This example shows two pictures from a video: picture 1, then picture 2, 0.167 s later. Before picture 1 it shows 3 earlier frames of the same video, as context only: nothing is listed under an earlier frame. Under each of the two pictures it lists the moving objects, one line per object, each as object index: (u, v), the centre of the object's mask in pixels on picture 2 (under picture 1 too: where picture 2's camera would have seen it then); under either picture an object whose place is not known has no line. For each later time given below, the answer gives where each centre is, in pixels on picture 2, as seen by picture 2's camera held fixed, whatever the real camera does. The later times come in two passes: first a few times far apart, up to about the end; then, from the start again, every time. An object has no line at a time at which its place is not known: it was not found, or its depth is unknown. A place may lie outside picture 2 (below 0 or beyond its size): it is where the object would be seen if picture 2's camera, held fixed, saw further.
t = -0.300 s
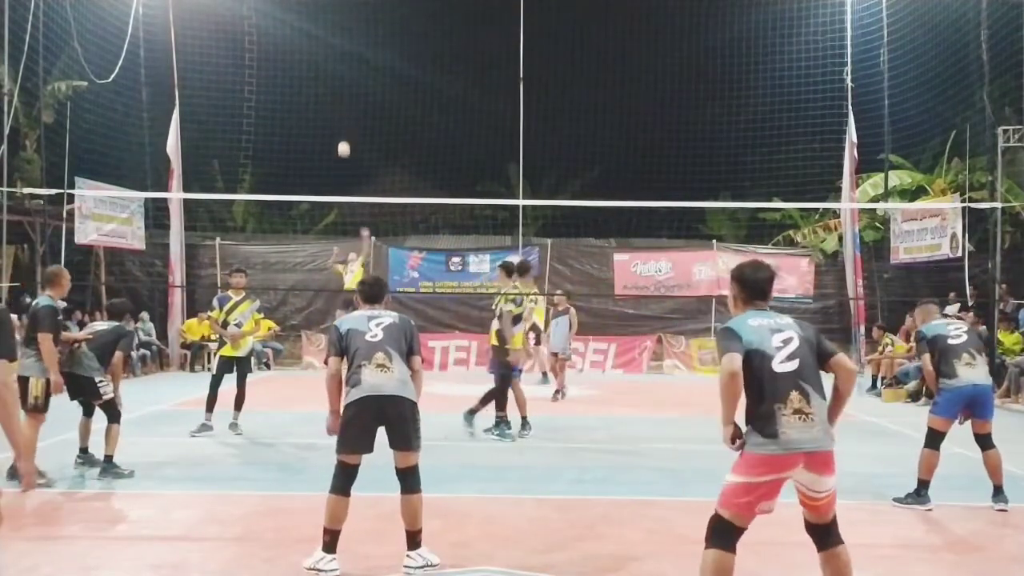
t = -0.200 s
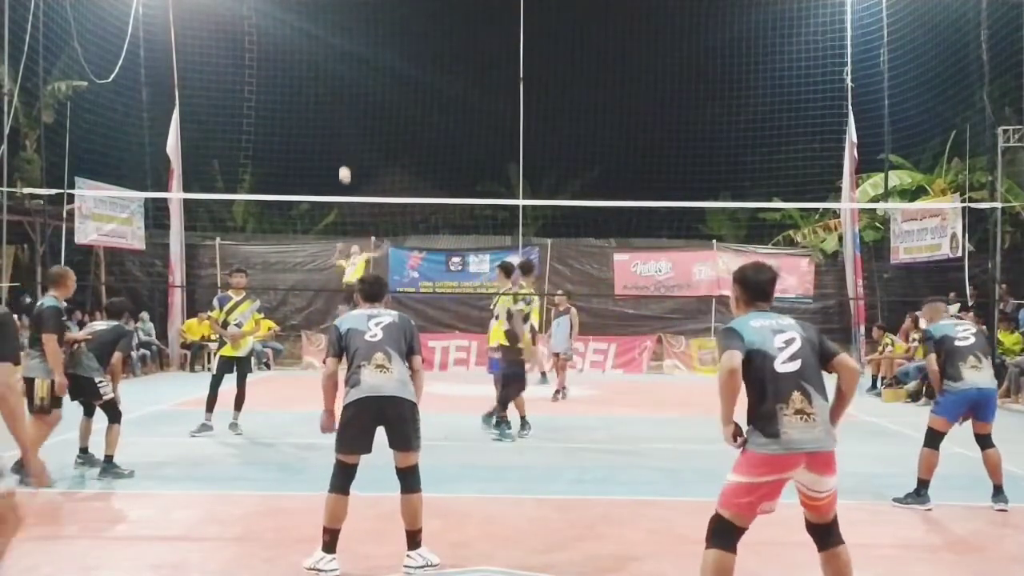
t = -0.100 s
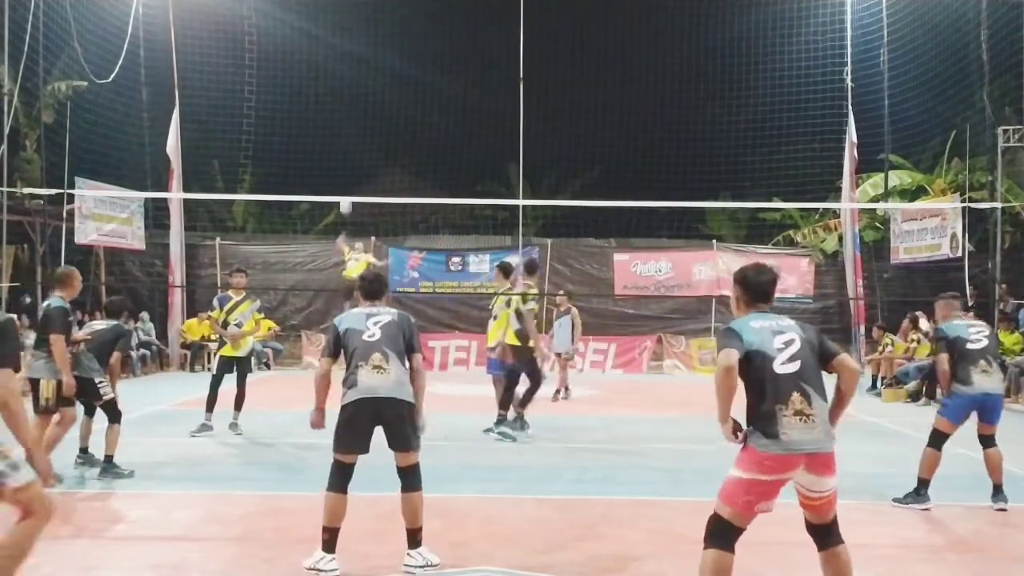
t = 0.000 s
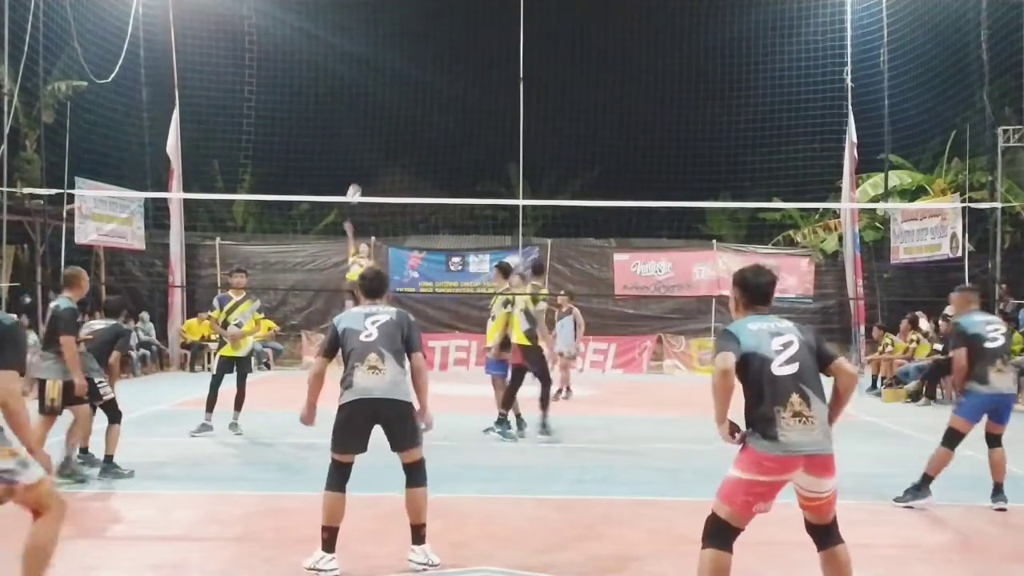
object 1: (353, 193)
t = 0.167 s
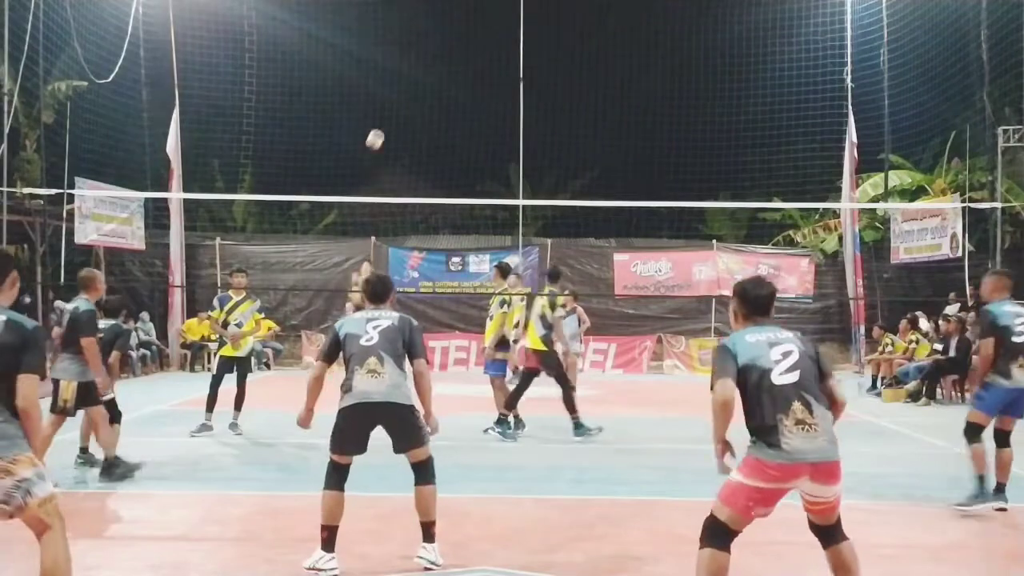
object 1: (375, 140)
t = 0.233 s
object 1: (385, 122)
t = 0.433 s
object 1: (426, 86)
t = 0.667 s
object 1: (506, 104)
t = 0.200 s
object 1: (379, 131)
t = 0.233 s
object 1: (385, 122)
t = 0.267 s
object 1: (391, 114)
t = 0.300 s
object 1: (397, 106)
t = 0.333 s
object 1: (404, 100)
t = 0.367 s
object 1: (411, 94)
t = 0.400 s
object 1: (418, 89)
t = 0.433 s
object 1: (426, 86)
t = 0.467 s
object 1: (435, 84)
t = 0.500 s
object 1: (445, 83)
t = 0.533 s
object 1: (455, 83)
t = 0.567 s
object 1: (466, 86)
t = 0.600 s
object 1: (479, 90)
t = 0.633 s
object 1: (492, 96)
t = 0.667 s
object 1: (506, 104)
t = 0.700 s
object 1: (523, 117)
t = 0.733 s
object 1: (542, 133)
